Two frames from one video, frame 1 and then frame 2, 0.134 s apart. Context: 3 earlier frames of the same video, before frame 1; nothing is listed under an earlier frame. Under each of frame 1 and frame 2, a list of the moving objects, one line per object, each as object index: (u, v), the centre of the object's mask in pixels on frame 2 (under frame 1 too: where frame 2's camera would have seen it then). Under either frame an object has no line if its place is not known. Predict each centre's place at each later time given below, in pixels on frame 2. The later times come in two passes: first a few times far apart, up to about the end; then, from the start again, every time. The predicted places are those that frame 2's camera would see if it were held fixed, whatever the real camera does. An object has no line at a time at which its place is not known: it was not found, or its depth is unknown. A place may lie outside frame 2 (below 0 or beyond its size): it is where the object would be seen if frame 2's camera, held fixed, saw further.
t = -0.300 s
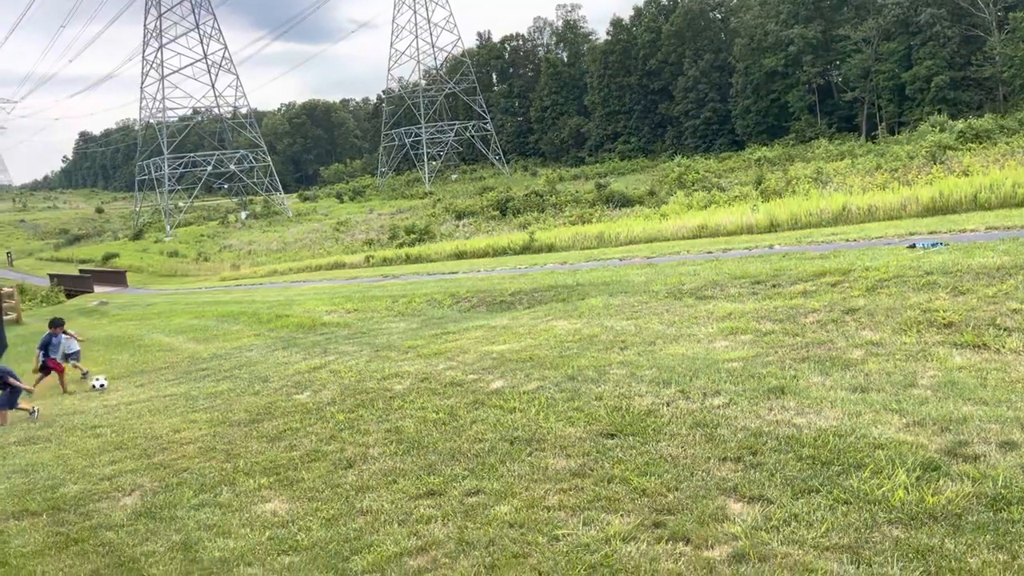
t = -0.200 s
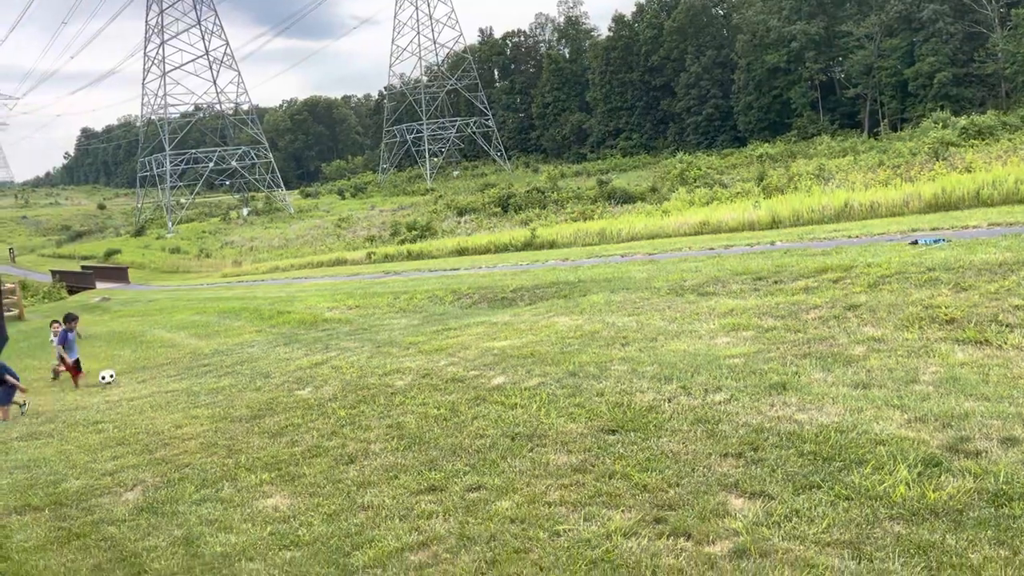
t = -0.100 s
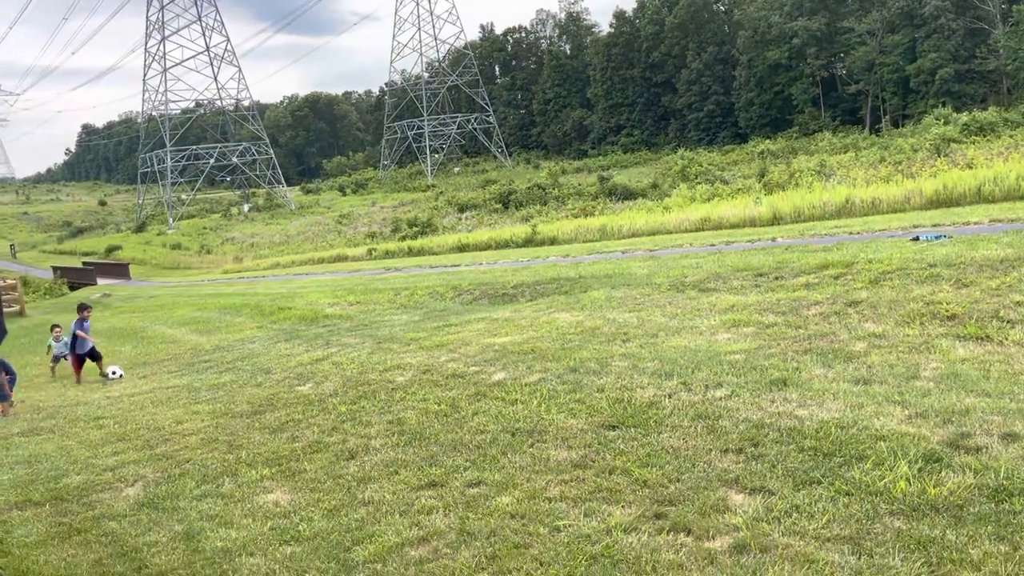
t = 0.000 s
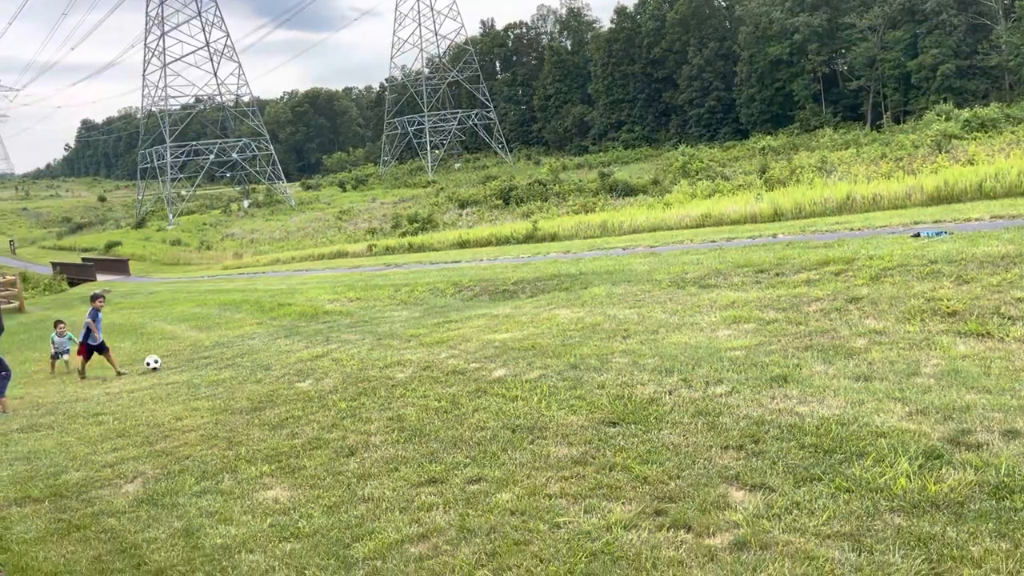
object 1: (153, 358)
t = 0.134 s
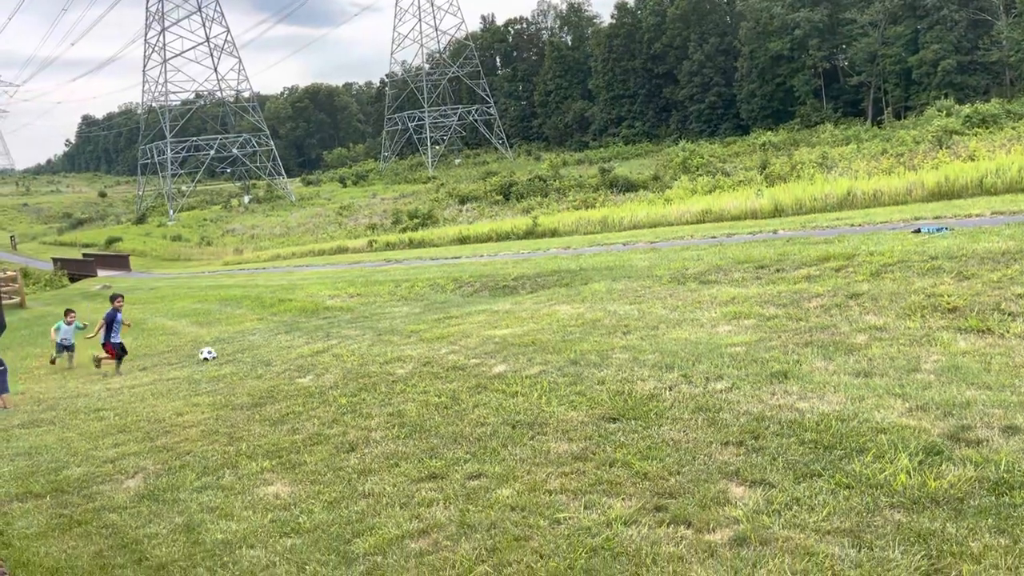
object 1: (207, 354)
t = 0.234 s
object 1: (240, 348)
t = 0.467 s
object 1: (309, 339)
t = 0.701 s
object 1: (356, 333)
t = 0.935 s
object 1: (390, 332)
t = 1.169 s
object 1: (415, 329)
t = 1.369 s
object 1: (429, 327)
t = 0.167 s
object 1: (219, 351)
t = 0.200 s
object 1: (230, 350)
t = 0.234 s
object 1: (240, 348)
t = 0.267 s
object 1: (251, 346)
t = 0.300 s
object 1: (263, 345)
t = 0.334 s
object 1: (274, 345)
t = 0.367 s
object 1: (284, 345)
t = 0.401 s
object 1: (293, 343)
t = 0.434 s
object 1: (301, 341)
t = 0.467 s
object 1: (309, 339)
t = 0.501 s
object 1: (316, 338)
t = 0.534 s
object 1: (323, 336)
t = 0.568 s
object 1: (331, 335)
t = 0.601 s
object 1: (338, 335)
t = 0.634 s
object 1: (344, 335)
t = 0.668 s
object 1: (350, 334)
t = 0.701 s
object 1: (356, 333)
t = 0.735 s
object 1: (362, 333)
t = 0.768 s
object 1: (367, 332)
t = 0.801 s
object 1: (371, 332)
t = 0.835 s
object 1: (377, 332)
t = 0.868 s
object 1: (382, 333)
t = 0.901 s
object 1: (387, 333)
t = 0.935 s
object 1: (390, 332)
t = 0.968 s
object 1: (394, 330)
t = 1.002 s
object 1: (398, 330)
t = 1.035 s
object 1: (400, 330)
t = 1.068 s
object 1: (404, 329)
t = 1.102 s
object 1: (408, 329)
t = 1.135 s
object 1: (412, 330)
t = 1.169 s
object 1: (415, 329)
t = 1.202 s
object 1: (417, 329)
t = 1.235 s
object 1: (420, 328)
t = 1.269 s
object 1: (423, 328)
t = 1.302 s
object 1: (426, 327)
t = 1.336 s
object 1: (427, 327)
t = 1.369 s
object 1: (429, 327)
